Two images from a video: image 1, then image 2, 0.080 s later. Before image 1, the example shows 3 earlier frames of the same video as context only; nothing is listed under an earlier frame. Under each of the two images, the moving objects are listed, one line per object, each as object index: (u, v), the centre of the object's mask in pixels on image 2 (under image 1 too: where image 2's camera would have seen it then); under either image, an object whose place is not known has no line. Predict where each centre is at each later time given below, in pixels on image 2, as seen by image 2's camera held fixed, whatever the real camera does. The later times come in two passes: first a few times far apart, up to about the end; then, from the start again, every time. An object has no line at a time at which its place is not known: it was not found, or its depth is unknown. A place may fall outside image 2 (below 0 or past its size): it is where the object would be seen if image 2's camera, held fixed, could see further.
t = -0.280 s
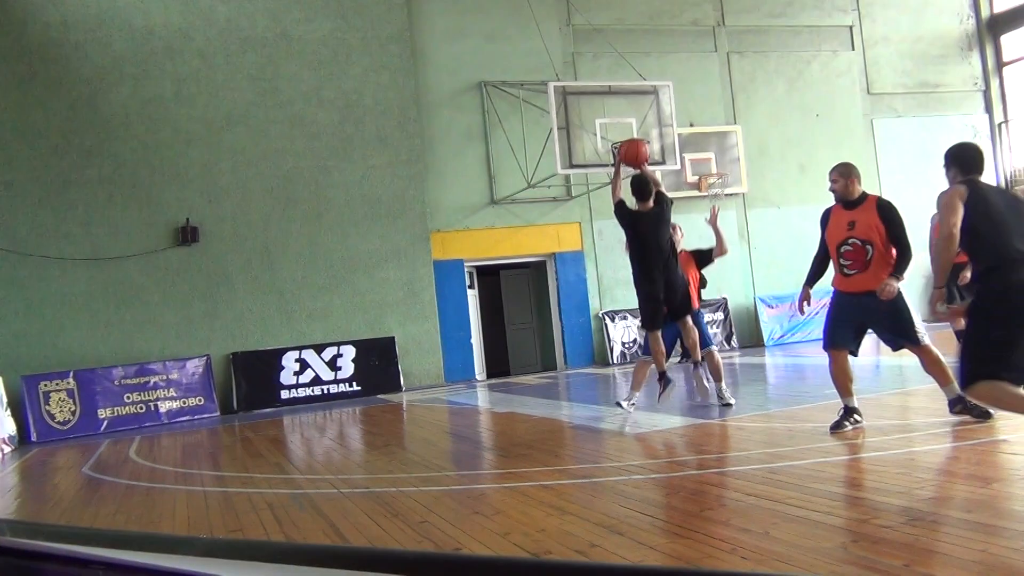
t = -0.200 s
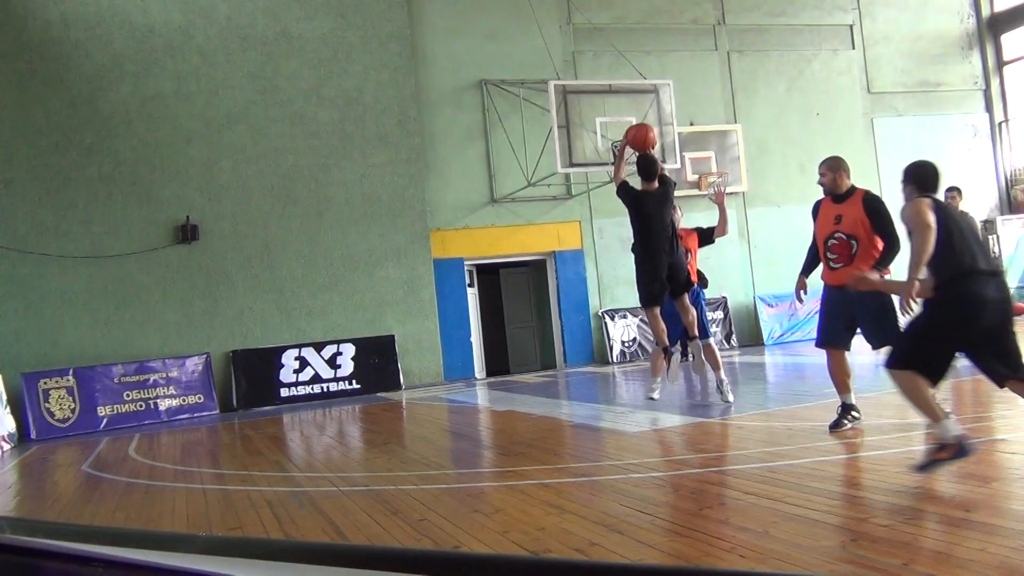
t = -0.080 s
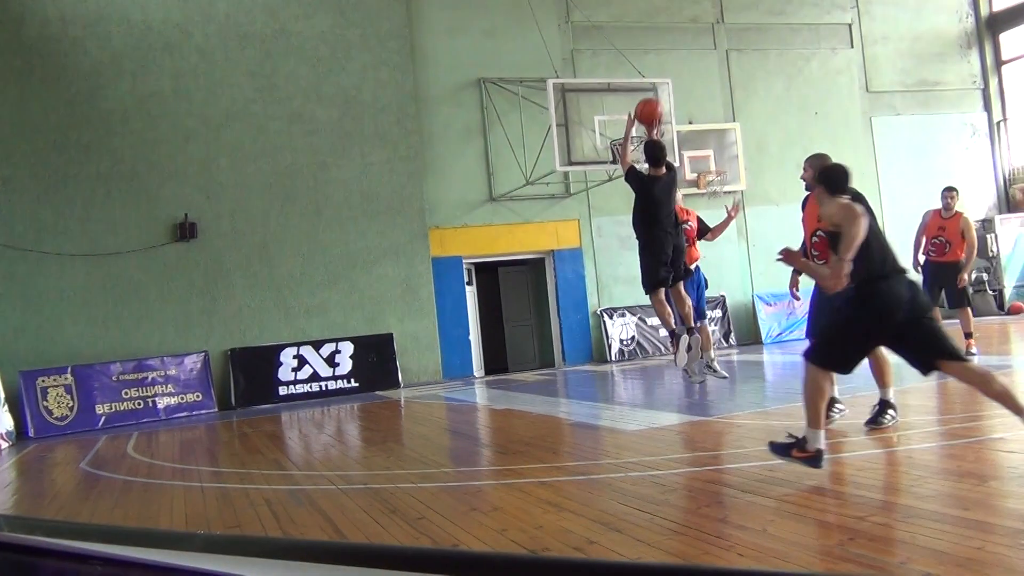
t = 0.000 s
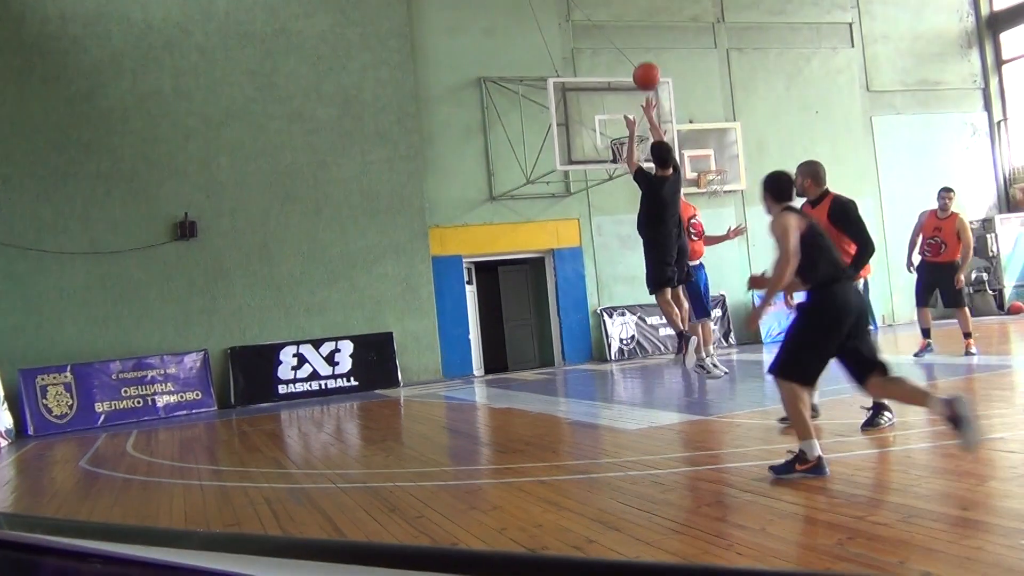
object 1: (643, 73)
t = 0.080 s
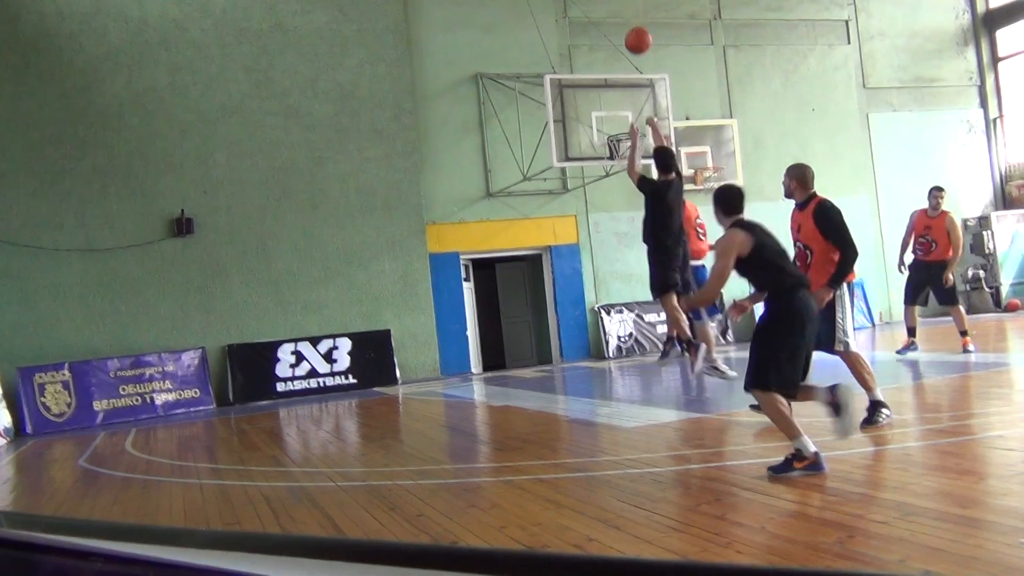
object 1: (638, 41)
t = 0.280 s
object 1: (628, 4)
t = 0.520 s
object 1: (624, 6)
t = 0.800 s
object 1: (626, 63)
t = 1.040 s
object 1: (623, 143)
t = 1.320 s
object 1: (616, 148)
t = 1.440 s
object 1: (626, 158)
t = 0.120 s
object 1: (636, 30)
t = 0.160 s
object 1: (634, 18)
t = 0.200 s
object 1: (632, 11)
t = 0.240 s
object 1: (630, 7)
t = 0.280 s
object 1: (628, 4)
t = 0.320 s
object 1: (627, 3)
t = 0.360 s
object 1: (626, 3)
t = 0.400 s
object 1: (625, 3)
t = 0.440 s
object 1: (625, 3)
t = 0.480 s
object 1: (624, 4)
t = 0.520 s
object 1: (624, 6)
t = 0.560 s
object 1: (624, 9)
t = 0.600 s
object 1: (624, 15)
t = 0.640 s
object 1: (624, 22)
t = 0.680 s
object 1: (625, 31)
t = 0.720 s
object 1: (625, 41)
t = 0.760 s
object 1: (625, 52)
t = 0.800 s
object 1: (626, 63)
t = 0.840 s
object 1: (626, 76)
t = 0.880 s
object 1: (627, 89)
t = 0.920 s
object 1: (628, 104)
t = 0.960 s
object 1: (629, 119)
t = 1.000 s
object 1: (630, 135)
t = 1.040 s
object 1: (623, 143)
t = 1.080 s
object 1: (615, 151)
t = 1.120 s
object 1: (611, 152)
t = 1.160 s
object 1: (611, 148)
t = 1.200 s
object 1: (611, 147)
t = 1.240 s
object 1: (612, 147)
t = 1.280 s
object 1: (614, 148)
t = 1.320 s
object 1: (616, 148)
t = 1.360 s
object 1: (621, 152)
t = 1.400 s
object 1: (623, 155)
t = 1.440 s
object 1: (626, 158)
